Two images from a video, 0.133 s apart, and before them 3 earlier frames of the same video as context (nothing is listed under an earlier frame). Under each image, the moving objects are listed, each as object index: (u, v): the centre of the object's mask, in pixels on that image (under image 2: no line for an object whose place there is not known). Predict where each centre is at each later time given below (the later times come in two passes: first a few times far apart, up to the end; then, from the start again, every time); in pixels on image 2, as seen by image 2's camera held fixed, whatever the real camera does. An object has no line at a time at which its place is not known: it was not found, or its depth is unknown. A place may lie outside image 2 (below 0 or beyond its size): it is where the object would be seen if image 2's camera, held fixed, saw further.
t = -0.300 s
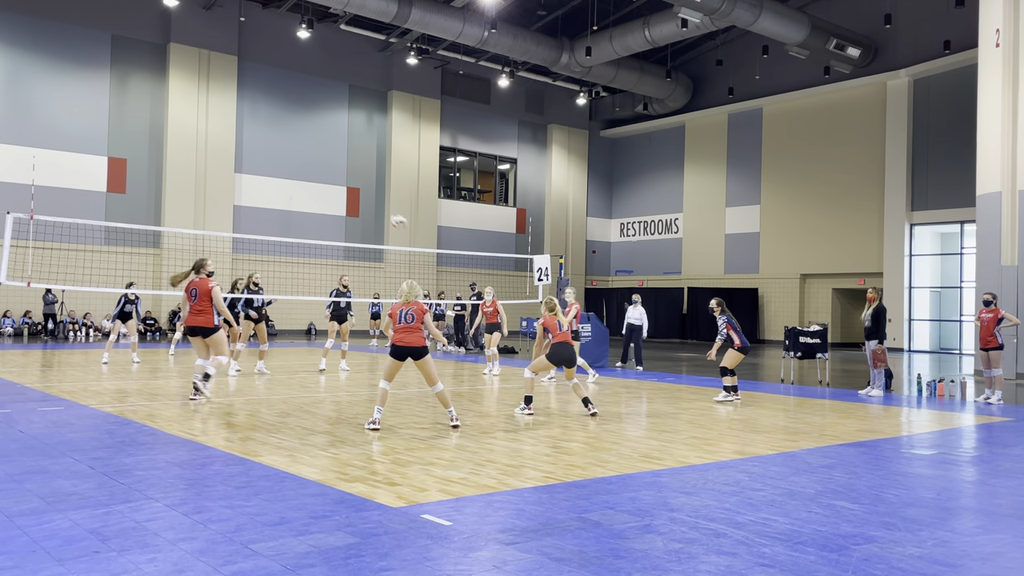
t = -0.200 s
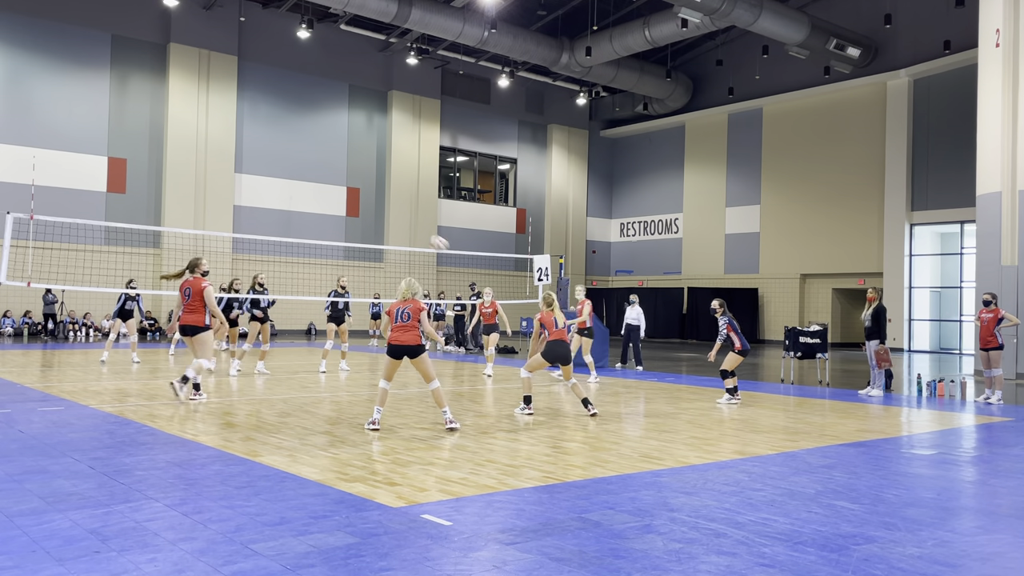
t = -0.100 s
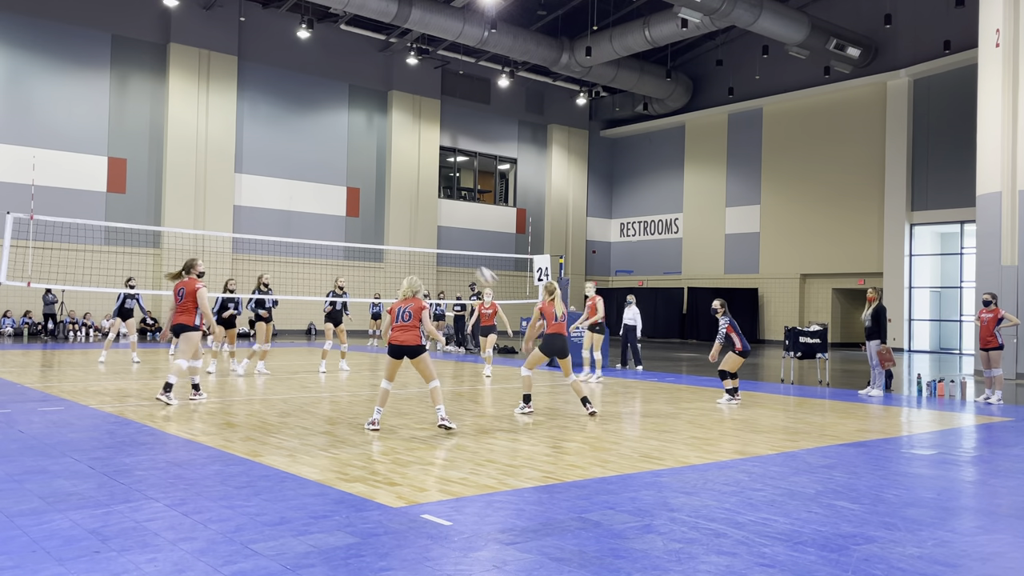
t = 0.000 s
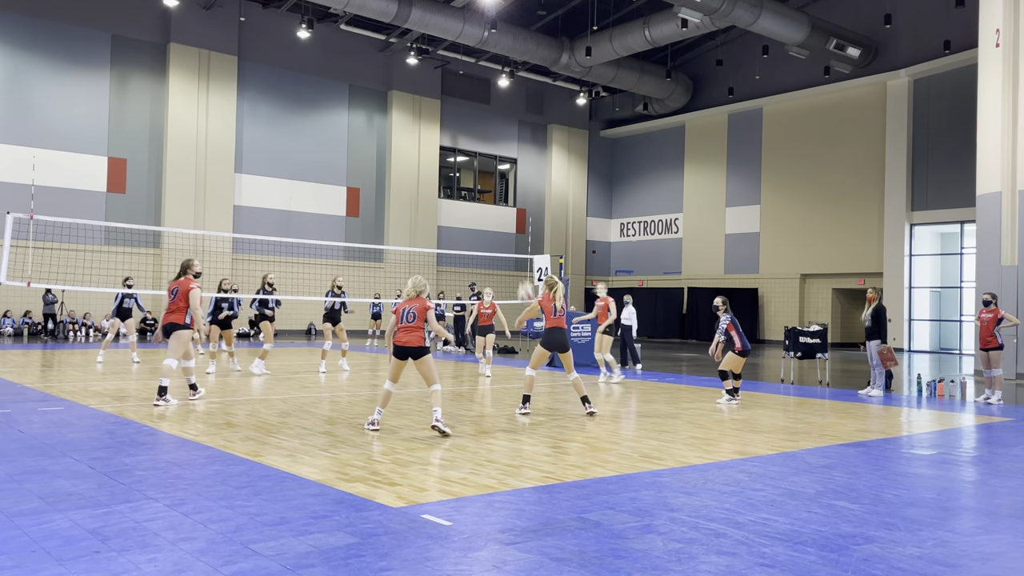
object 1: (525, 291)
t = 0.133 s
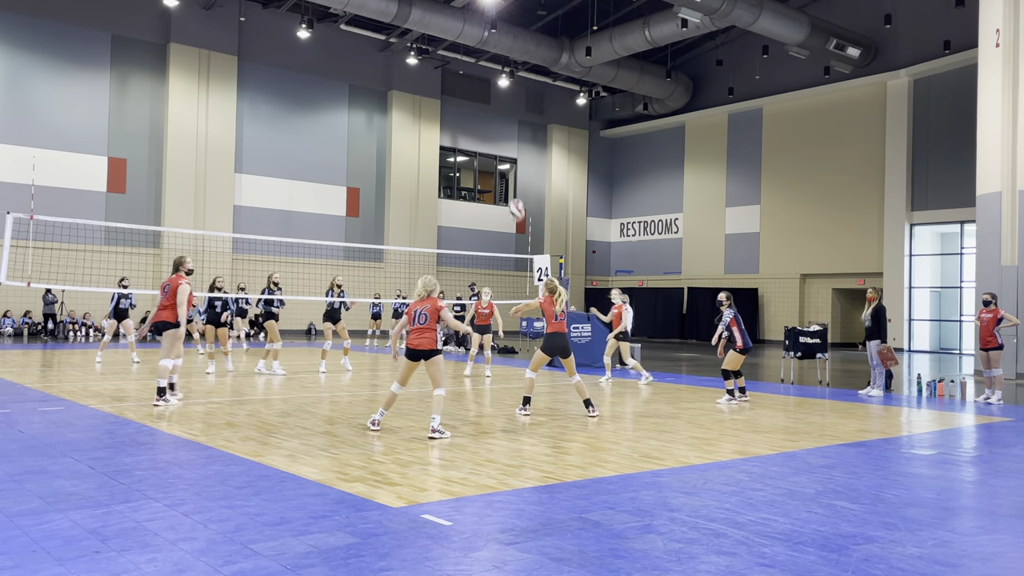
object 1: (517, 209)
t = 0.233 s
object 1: (510, 161)
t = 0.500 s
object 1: (497, 76)
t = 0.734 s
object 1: (489, 50)
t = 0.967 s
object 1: (481, 60)
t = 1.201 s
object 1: (472, 102)
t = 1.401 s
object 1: (465, 161)
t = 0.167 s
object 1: (514, 192)
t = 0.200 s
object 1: (512, 176)
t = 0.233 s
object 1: (510, 161)
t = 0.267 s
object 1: (509, 147)
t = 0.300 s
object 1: (507, 134)
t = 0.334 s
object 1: (505, 122)
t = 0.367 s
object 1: (503, 111)
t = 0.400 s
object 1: (502, 101)
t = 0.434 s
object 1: (500, 93)
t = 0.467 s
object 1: (499, 84)
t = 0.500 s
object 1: (497, 76)
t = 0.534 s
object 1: (496, 70)
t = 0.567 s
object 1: (495, 65)
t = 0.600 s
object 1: (493, 60)
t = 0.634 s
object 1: (493, 57)
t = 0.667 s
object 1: (491, 54)
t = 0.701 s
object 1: (490, 51)
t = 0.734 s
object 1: (489, 50)
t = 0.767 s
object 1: (488, 49)
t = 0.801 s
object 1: (486, 49)
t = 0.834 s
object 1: (485, 50)
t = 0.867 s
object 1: (484, 51)
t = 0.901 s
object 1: (483, 53)
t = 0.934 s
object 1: (482, 56)
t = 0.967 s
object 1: (481, 60)
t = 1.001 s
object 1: (479, 64)
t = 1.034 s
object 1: (478, 69)
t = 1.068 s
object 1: (477, 74)
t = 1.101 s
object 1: (476, 80)
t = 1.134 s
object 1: (475, 87)
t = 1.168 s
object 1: (473, 94)
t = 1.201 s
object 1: (472, 102)
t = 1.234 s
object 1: (471, 111)
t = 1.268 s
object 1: (470, 119)
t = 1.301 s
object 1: (469, 129)
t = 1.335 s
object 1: (468, 139)
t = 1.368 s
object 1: (466, 149)
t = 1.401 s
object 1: (465, 161)
